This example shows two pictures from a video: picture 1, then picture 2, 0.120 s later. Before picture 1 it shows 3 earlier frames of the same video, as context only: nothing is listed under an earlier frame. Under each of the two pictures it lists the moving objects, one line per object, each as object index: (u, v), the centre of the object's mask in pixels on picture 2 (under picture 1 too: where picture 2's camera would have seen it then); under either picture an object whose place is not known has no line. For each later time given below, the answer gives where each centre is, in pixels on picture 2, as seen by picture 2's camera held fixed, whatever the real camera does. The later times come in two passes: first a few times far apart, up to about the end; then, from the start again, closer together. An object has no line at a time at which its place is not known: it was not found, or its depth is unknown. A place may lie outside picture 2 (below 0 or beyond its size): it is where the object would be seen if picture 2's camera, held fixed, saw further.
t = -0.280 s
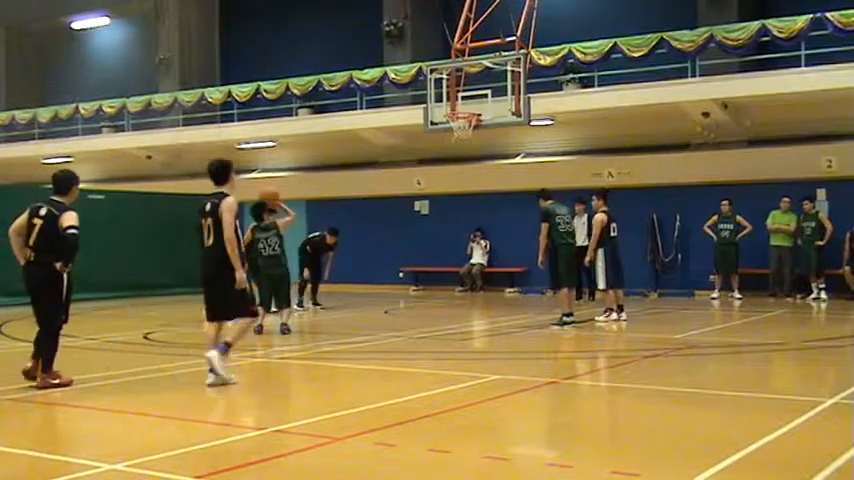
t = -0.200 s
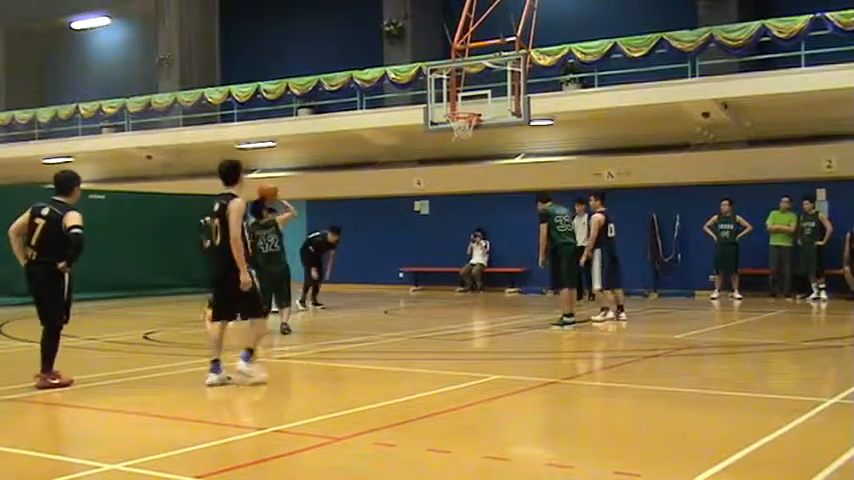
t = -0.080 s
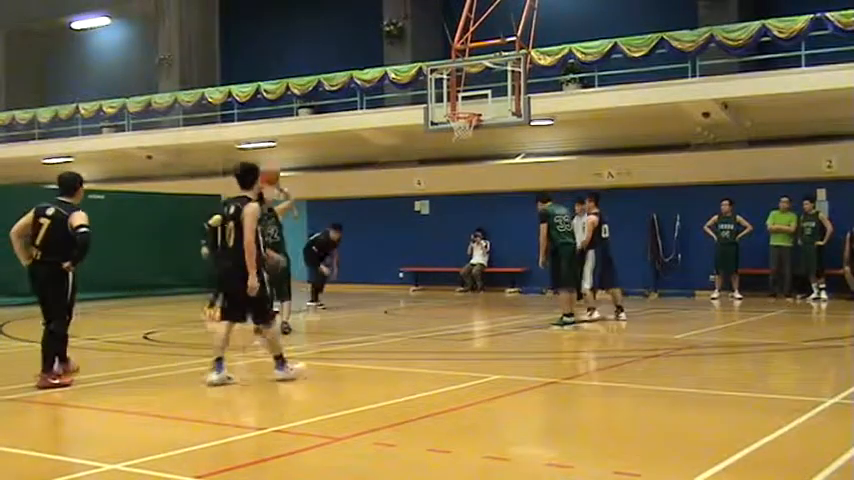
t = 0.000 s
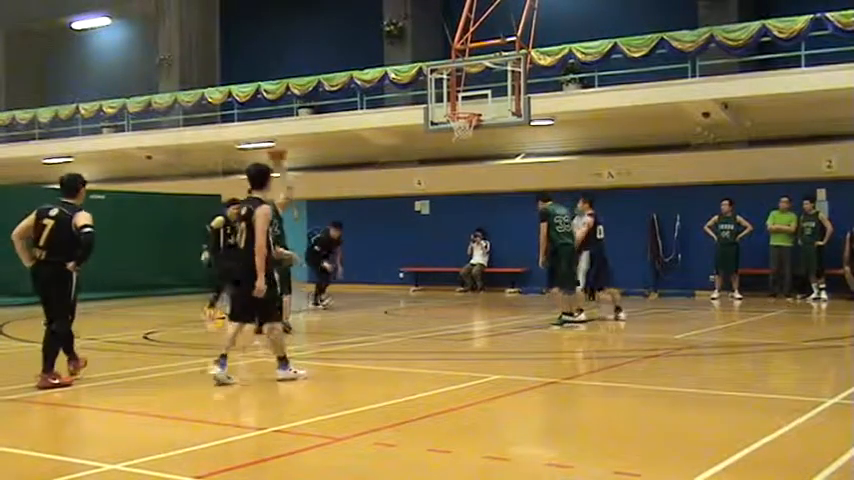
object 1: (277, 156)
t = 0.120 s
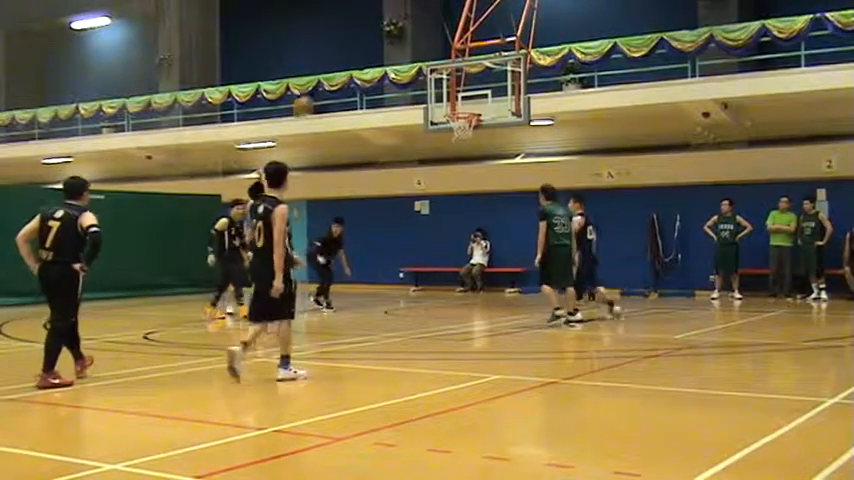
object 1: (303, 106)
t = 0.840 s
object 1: (436, 76)
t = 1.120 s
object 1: (471, 139)
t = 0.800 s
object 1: (430, 71)
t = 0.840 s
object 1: (436, 76)
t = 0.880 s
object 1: (442, 83)
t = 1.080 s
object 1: (468, 135)
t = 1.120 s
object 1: (471, 139)
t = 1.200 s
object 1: (473, 163)
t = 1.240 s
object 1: (476, 180)
